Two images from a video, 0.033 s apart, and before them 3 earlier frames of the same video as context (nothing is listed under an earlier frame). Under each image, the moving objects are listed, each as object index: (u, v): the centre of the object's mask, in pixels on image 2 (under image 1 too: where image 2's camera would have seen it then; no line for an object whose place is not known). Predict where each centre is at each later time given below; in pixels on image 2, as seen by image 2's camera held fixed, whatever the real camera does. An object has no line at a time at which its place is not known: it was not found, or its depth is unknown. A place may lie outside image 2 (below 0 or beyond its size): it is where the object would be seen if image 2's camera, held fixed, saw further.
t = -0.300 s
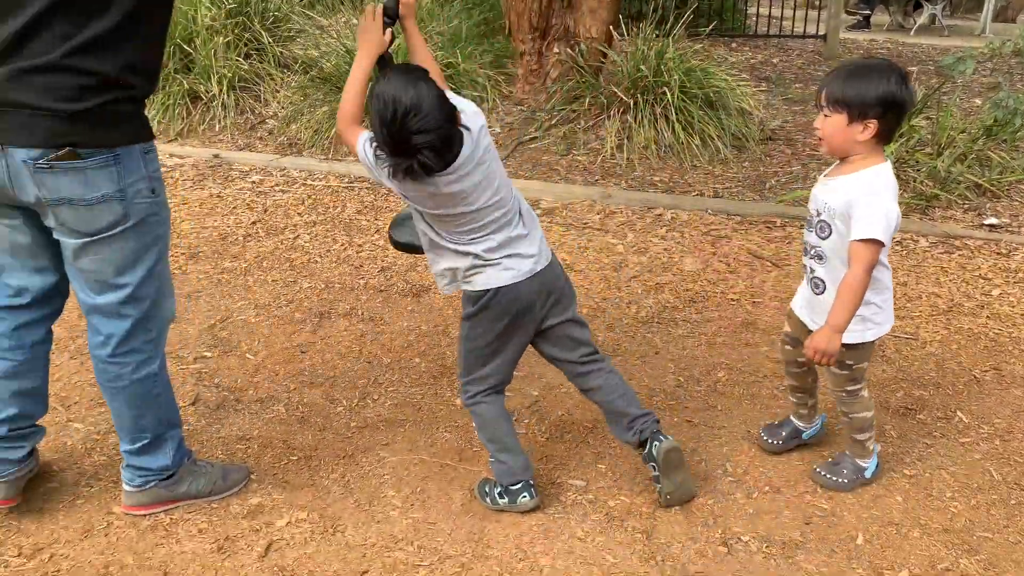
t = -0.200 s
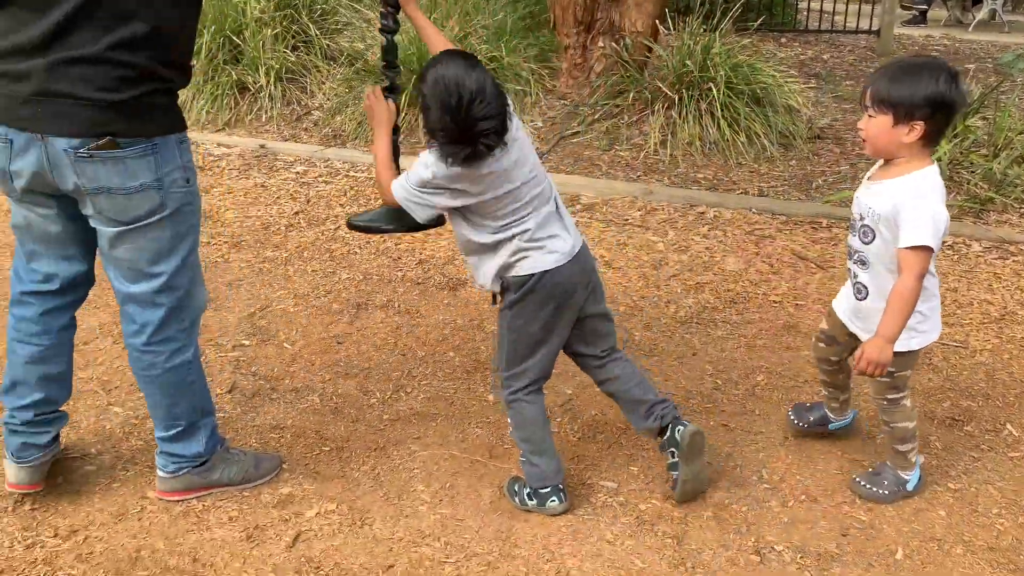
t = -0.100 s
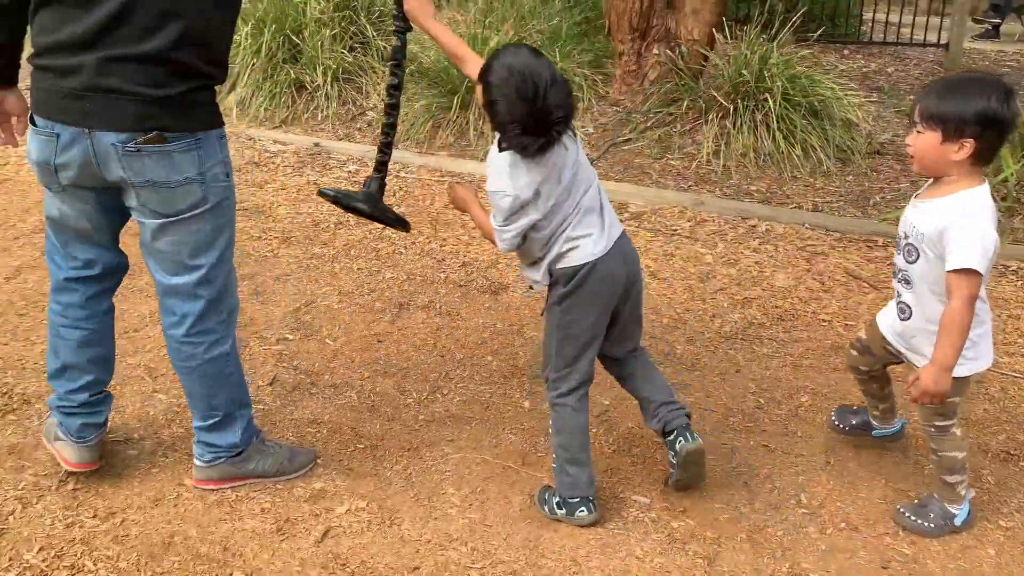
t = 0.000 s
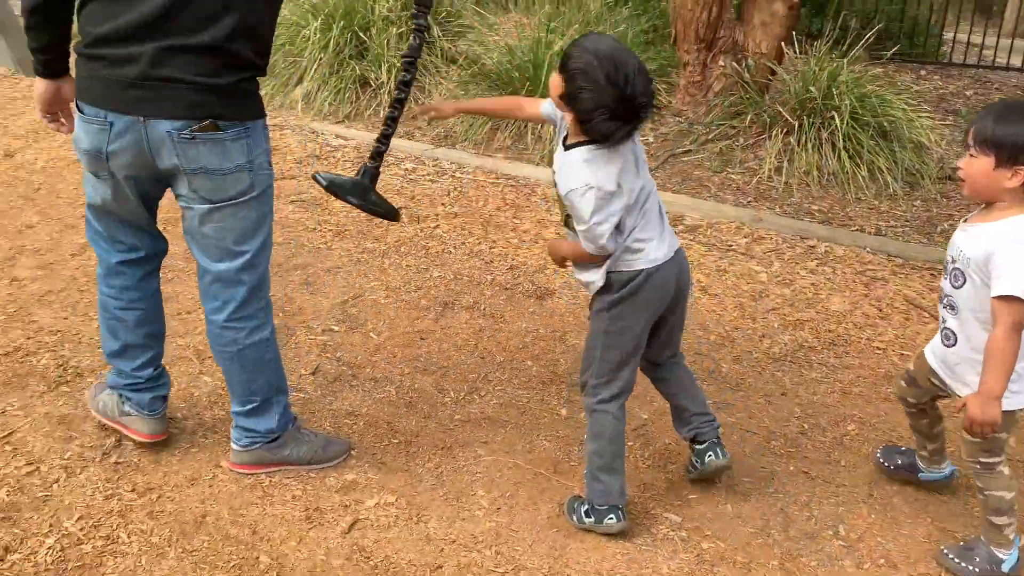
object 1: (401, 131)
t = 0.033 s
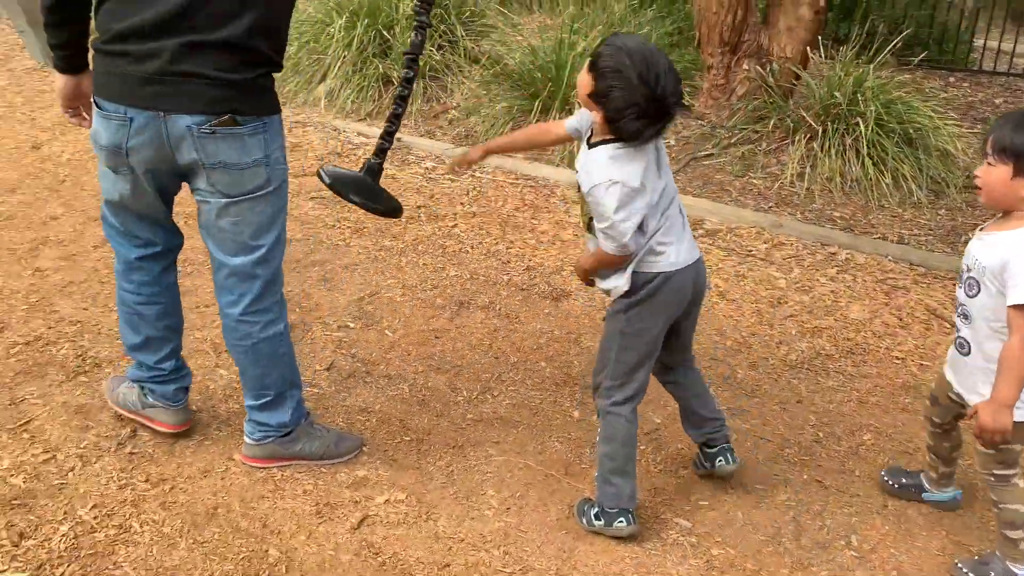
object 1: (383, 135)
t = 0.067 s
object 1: (367, 139)
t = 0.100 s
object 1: (355, 138)
